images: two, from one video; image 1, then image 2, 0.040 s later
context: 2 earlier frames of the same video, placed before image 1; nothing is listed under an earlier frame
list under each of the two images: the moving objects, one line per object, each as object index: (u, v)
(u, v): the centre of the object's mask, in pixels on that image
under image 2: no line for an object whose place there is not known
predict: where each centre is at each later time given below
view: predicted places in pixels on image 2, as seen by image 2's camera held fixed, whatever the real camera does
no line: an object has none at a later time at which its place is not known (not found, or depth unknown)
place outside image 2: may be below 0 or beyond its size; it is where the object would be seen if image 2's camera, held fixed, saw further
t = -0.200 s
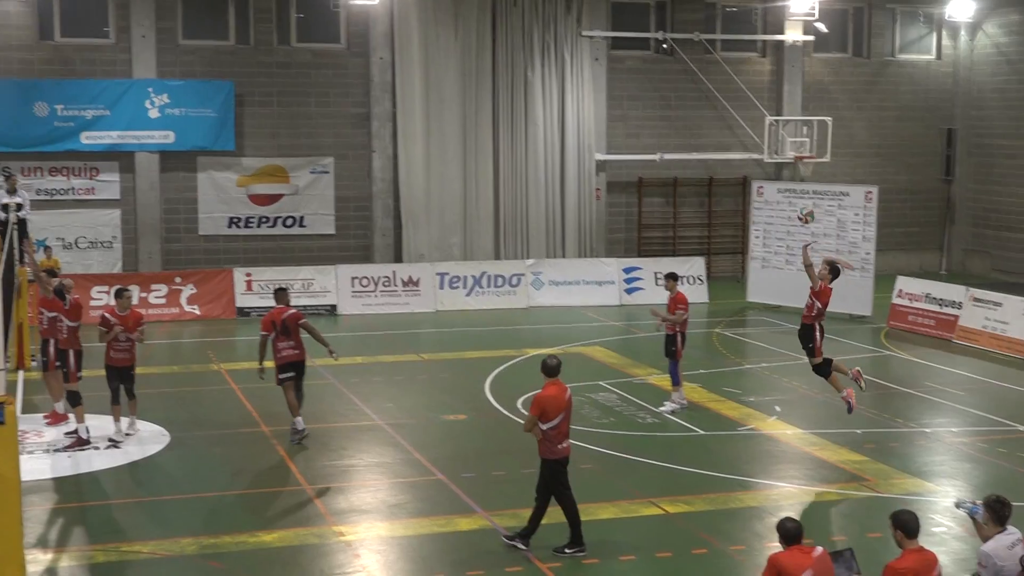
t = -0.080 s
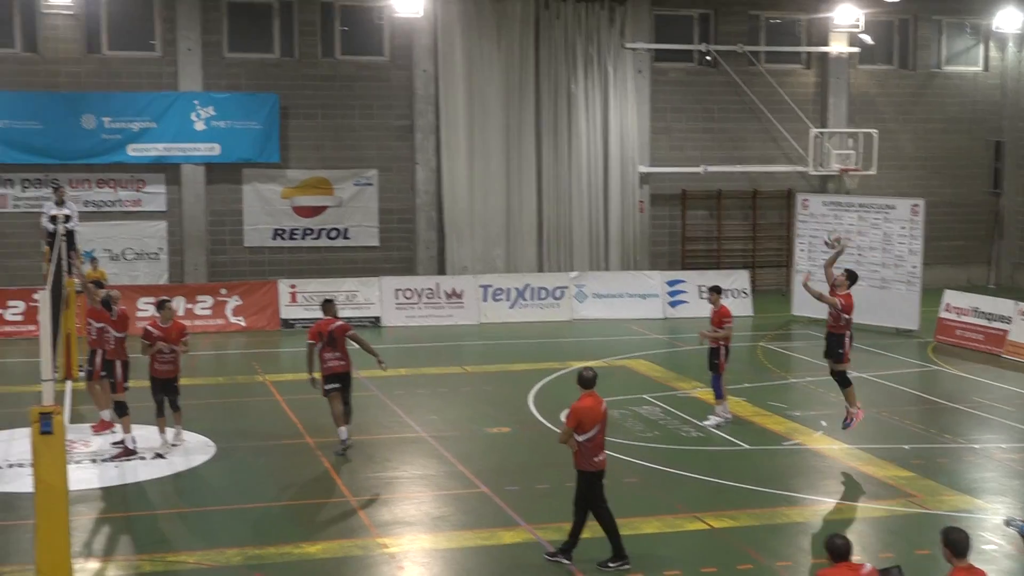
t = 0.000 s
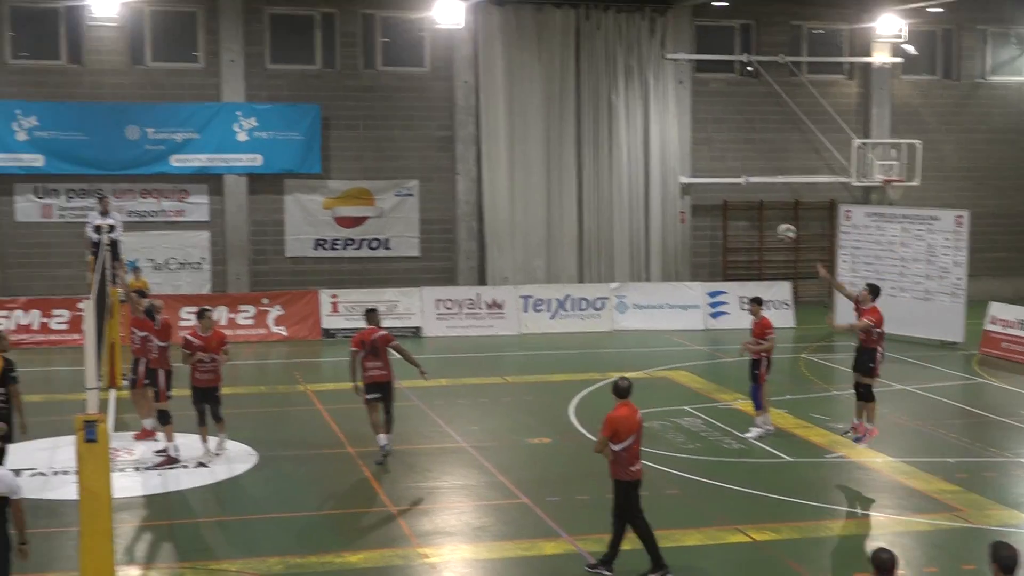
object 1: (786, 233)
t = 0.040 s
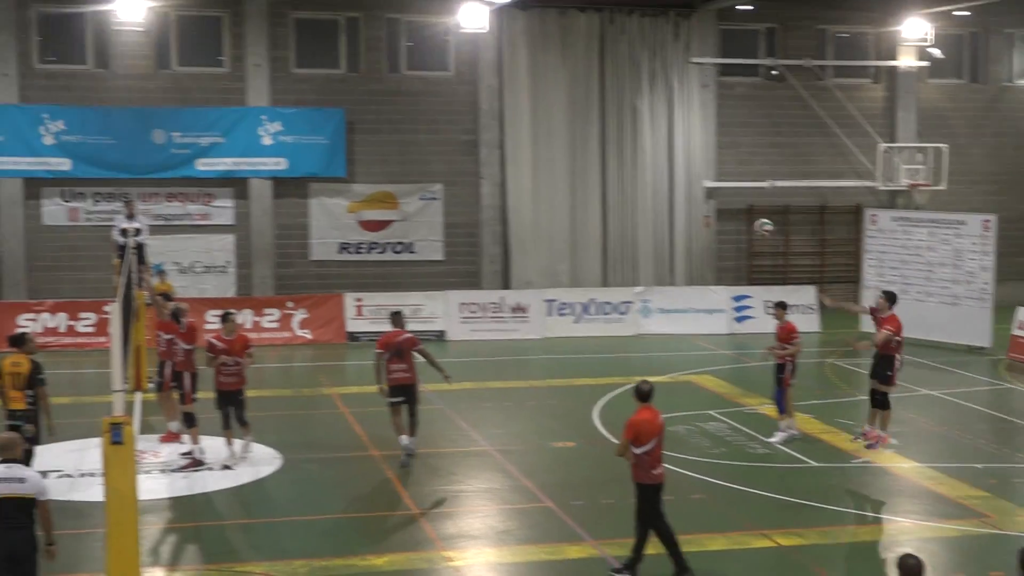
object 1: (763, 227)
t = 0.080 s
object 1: (724, 219)
